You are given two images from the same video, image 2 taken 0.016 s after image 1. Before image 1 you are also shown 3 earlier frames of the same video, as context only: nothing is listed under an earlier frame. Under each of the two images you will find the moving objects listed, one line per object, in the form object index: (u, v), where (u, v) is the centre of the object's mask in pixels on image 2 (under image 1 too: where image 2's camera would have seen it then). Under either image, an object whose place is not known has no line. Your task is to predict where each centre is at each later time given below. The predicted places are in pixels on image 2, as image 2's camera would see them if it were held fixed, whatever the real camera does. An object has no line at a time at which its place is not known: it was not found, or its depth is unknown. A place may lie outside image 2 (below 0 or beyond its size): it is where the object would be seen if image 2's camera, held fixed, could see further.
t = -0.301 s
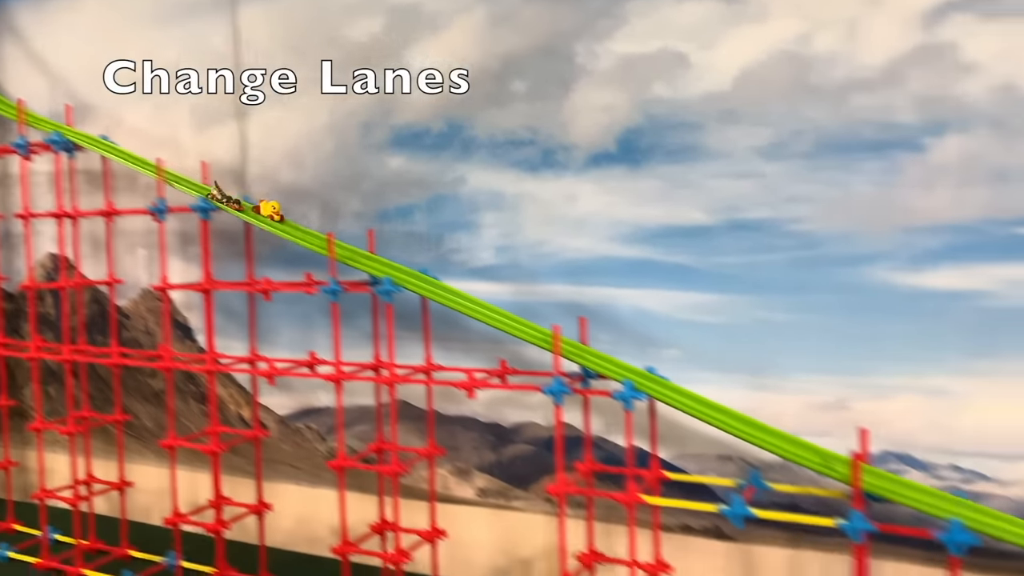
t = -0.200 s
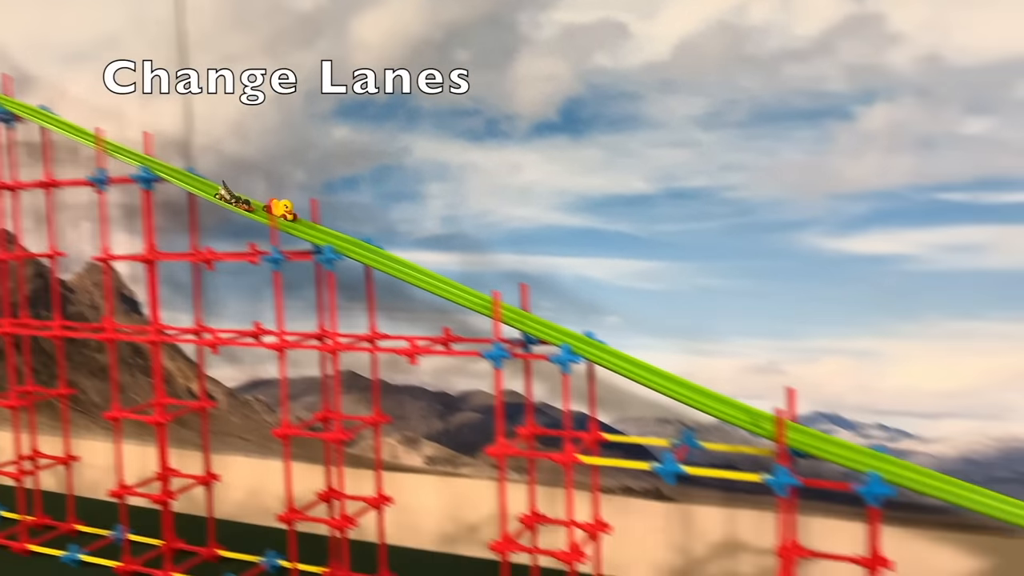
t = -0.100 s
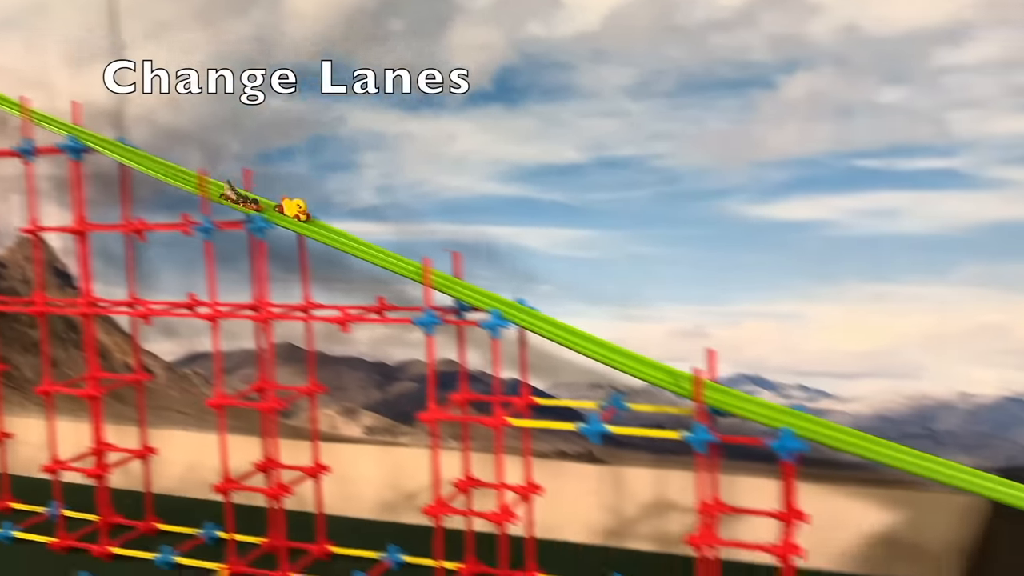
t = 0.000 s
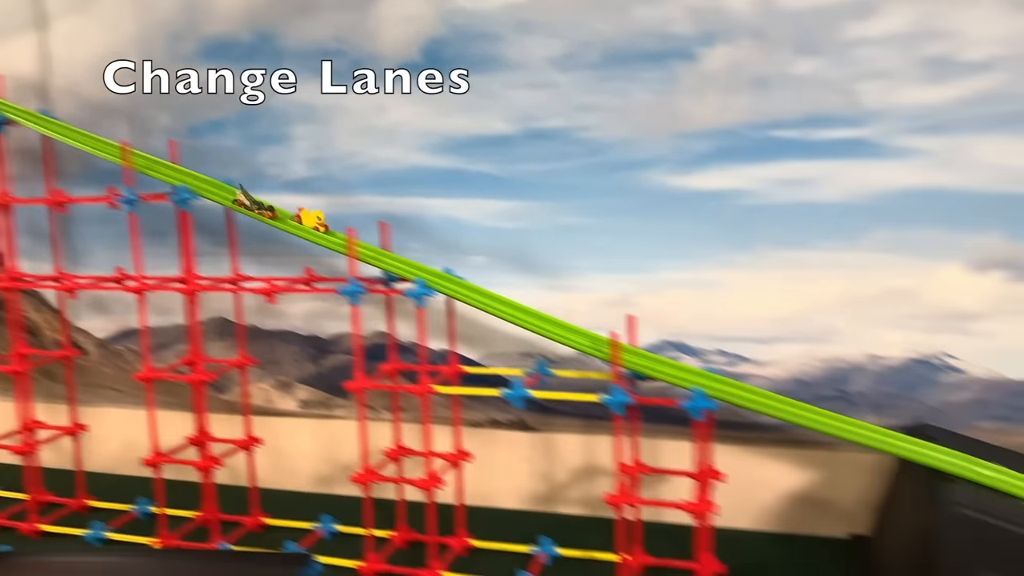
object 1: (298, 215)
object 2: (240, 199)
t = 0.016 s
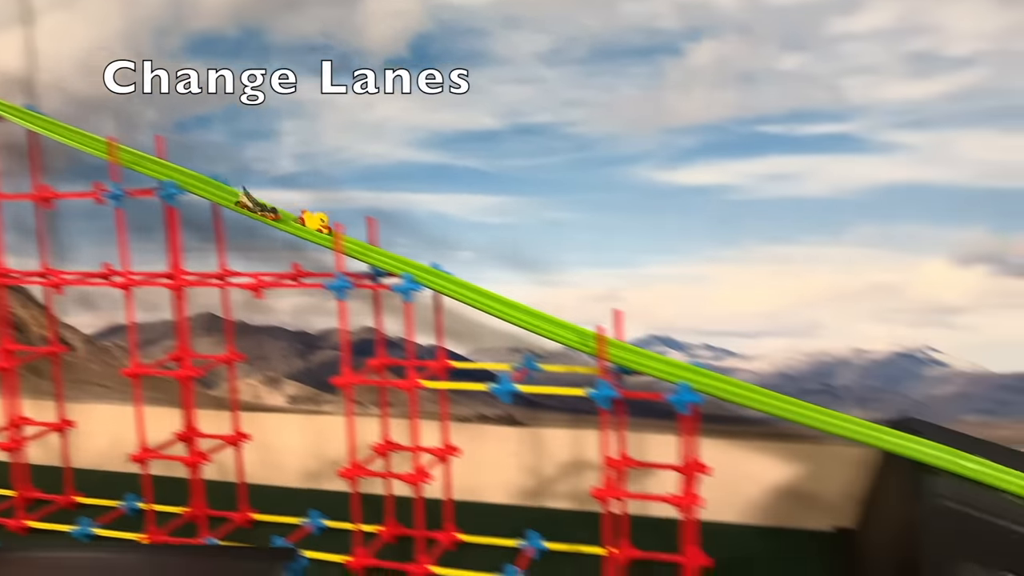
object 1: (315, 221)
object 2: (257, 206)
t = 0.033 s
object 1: (332, 228)
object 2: (273, 212)
